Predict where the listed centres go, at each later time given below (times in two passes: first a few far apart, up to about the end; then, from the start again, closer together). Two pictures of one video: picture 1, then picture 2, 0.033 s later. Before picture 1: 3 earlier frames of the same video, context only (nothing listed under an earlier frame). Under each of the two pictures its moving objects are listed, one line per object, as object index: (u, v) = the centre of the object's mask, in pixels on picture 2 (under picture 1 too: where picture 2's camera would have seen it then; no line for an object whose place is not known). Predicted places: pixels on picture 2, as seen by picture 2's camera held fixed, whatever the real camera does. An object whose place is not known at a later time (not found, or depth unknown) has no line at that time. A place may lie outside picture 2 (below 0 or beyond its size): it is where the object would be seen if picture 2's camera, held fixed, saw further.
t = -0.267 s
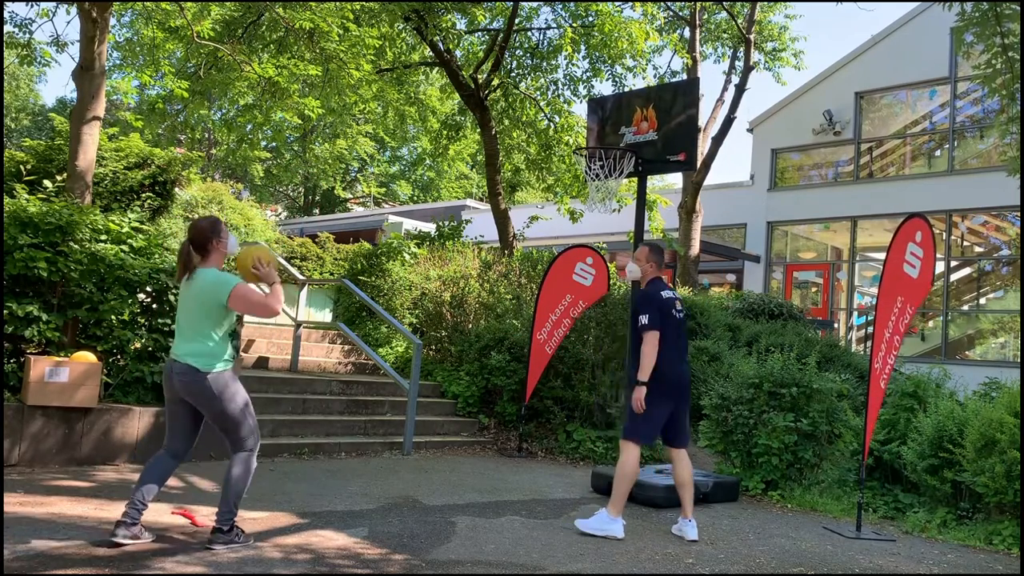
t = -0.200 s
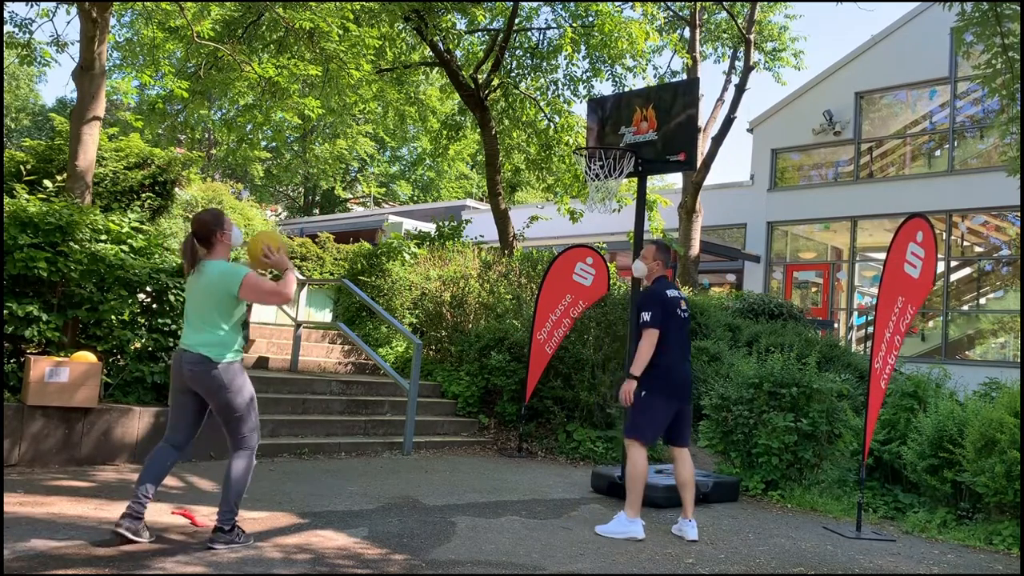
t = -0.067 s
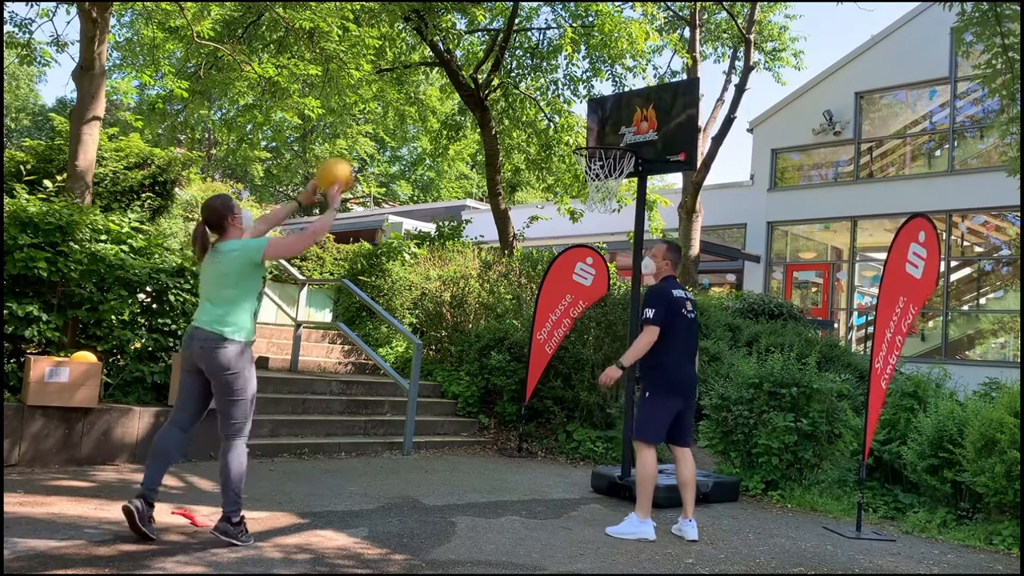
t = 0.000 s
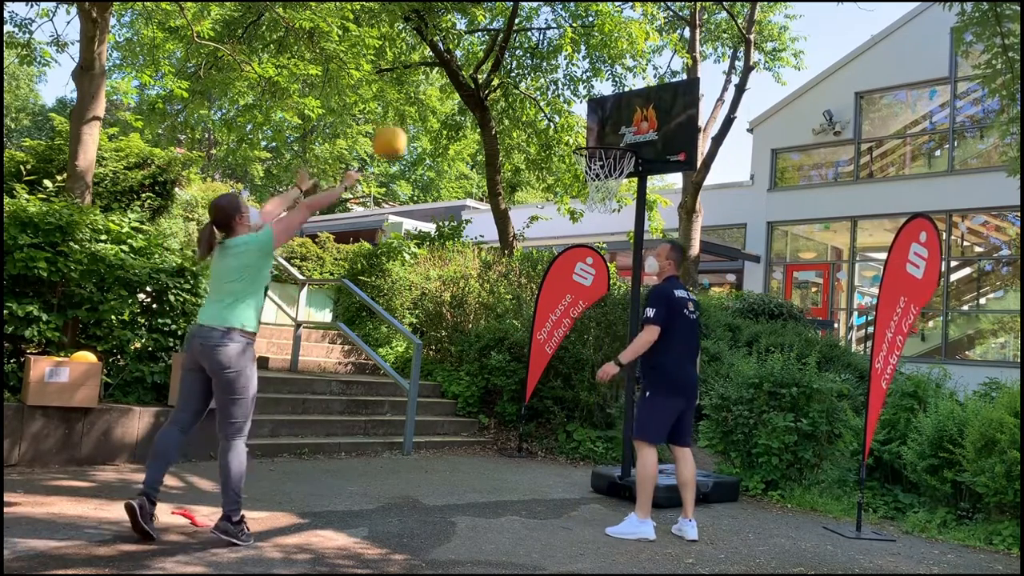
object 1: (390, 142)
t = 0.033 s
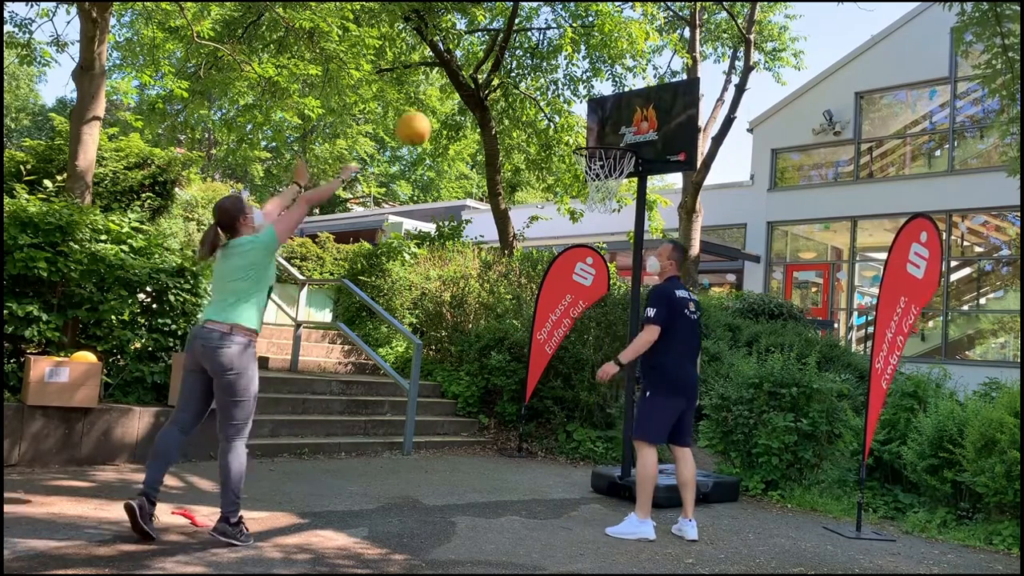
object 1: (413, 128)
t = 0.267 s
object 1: (550, 93)
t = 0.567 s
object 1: (615, 132)
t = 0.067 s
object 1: (437, 117)
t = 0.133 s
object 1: (477, 102)
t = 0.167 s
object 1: (496, 97)
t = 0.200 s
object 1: (515, 93)
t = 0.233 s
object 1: (533, 92)
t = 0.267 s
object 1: (550, 93)
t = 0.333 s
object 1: (581, 97)
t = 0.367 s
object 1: (597, 102)
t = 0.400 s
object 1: (610, 107)
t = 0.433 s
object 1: (624, 114)
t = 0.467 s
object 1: (636, 122)
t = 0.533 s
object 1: (625, 128)
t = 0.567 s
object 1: (615, 132)
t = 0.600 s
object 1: (605, 135)
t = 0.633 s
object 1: (599, 131)
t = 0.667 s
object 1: (595, 121)
